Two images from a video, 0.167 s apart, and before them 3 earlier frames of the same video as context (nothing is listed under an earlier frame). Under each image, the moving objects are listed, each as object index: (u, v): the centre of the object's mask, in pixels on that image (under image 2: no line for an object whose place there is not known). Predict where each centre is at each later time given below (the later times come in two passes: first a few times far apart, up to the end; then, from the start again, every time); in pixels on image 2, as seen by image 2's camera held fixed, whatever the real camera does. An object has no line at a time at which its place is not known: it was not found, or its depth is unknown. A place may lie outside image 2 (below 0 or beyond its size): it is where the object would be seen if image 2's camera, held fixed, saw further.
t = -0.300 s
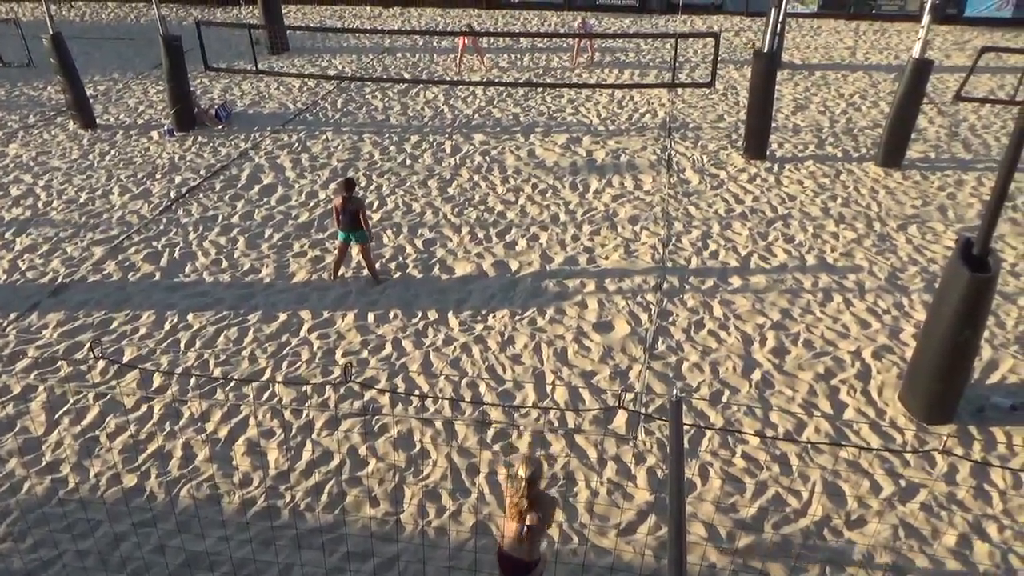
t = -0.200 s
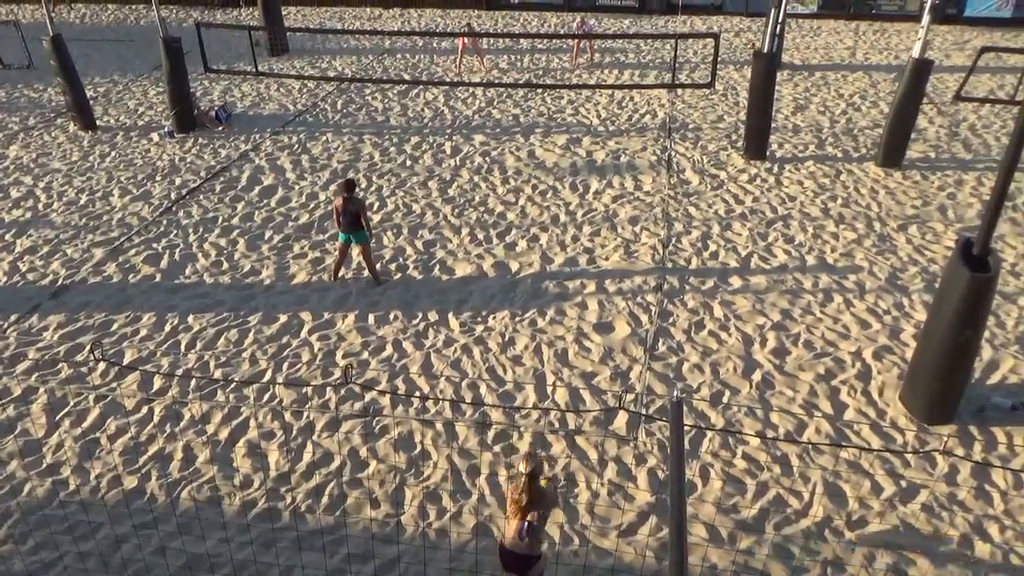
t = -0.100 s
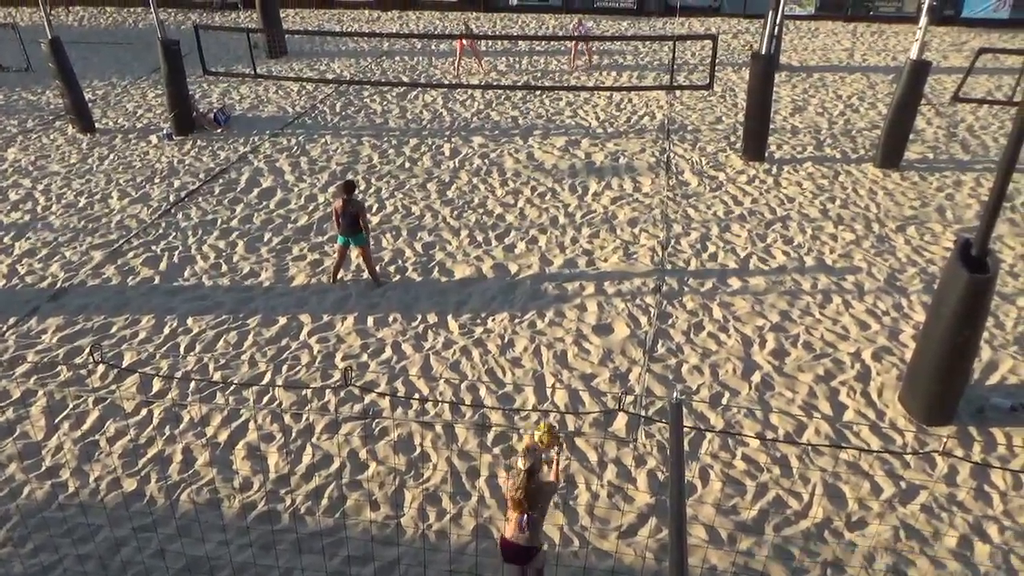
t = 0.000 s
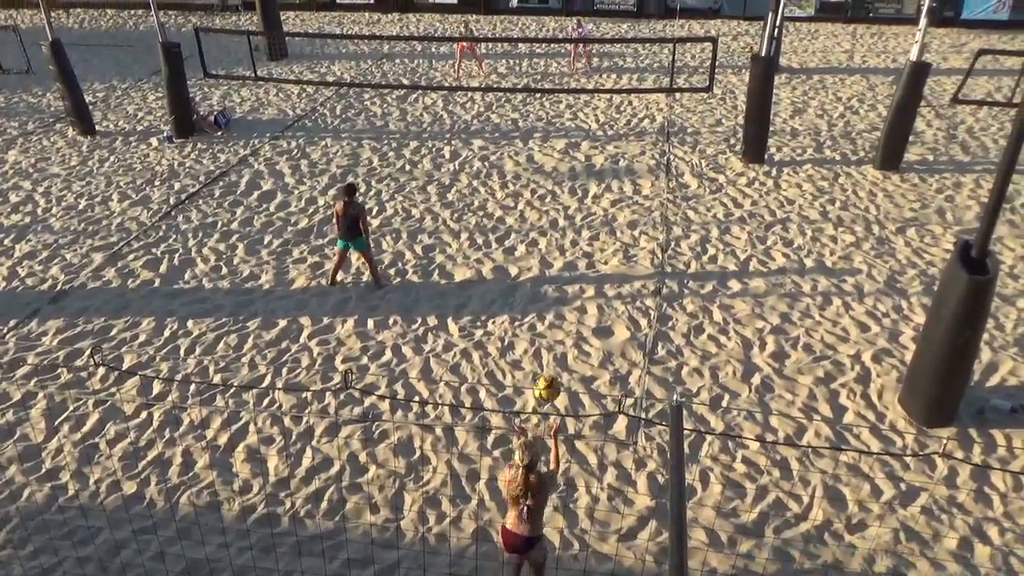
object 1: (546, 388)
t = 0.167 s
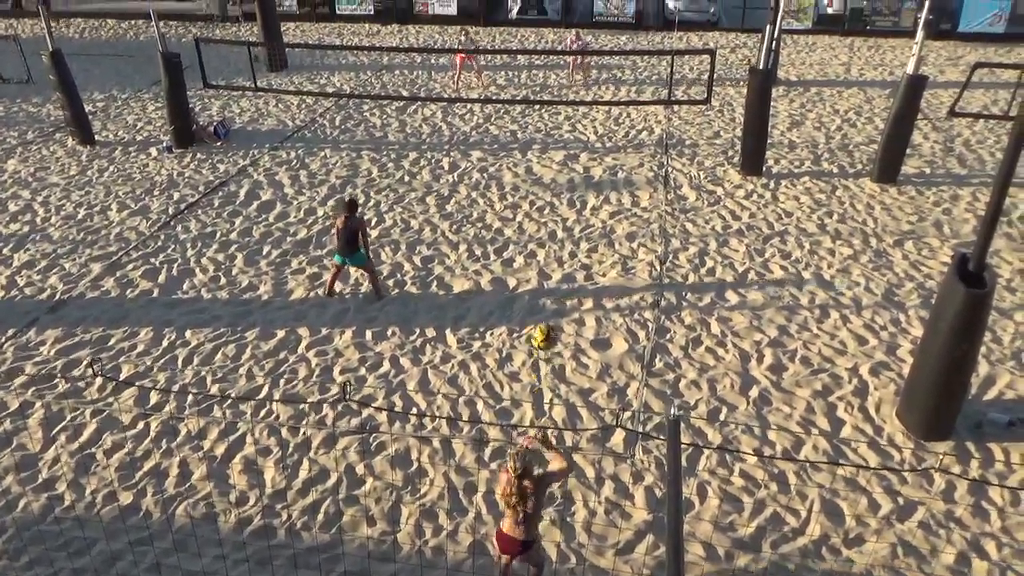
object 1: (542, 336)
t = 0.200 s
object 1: (542, 327)
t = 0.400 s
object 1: (542, 295)
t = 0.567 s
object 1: (539, 298)
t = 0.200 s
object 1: (542, 327)
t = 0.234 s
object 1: (543, 318)
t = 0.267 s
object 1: (543, 311)
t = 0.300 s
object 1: (542, 305)
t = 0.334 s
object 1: (543, 300)
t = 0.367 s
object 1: (542, 297)
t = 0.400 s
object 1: (542, 295)
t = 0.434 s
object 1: (542, 293)
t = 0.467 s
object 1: (541, 292)
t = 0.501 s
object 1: (540, 294)
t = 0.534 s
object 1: (540, 295)
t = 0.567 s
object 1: (539, 298)
